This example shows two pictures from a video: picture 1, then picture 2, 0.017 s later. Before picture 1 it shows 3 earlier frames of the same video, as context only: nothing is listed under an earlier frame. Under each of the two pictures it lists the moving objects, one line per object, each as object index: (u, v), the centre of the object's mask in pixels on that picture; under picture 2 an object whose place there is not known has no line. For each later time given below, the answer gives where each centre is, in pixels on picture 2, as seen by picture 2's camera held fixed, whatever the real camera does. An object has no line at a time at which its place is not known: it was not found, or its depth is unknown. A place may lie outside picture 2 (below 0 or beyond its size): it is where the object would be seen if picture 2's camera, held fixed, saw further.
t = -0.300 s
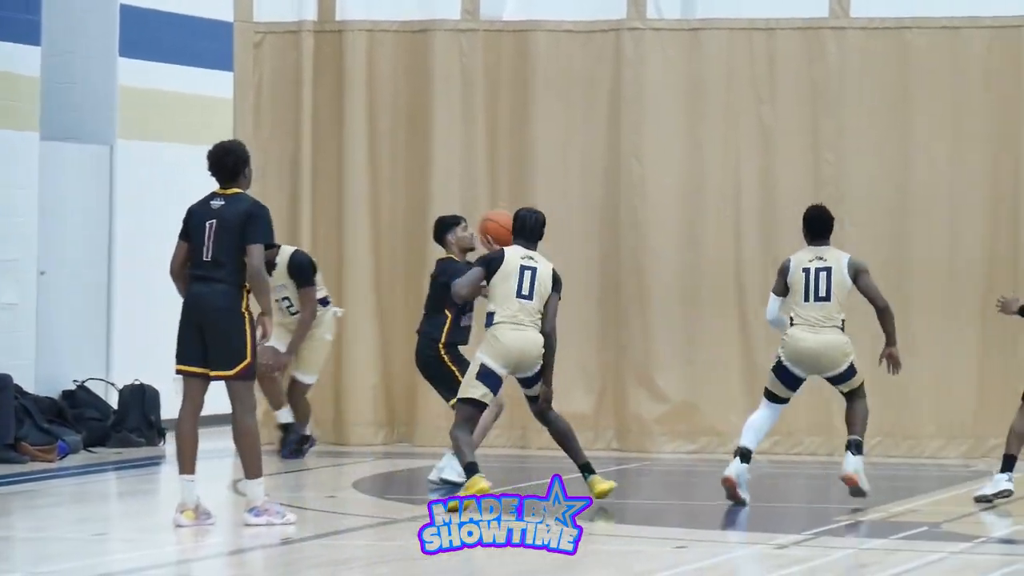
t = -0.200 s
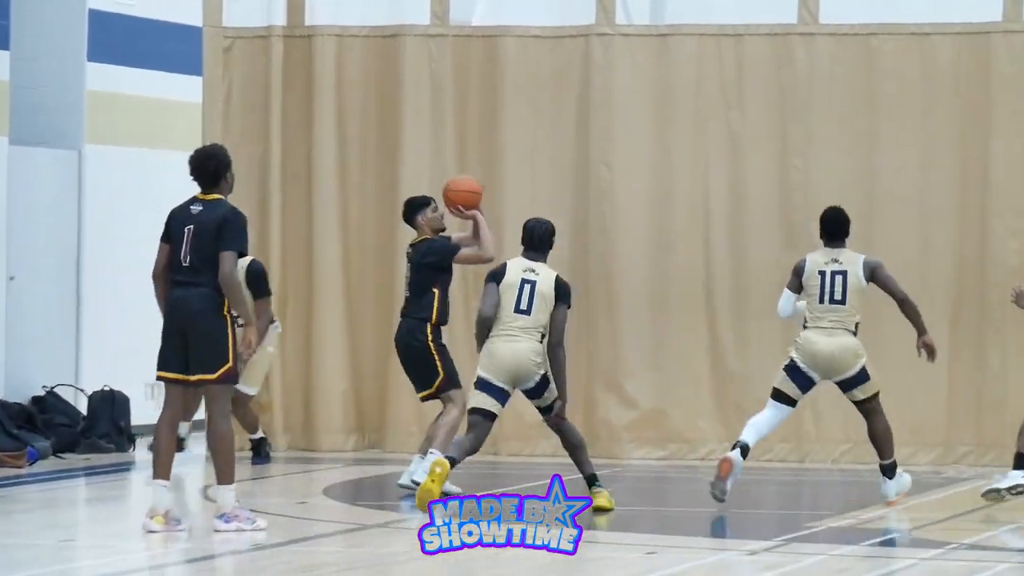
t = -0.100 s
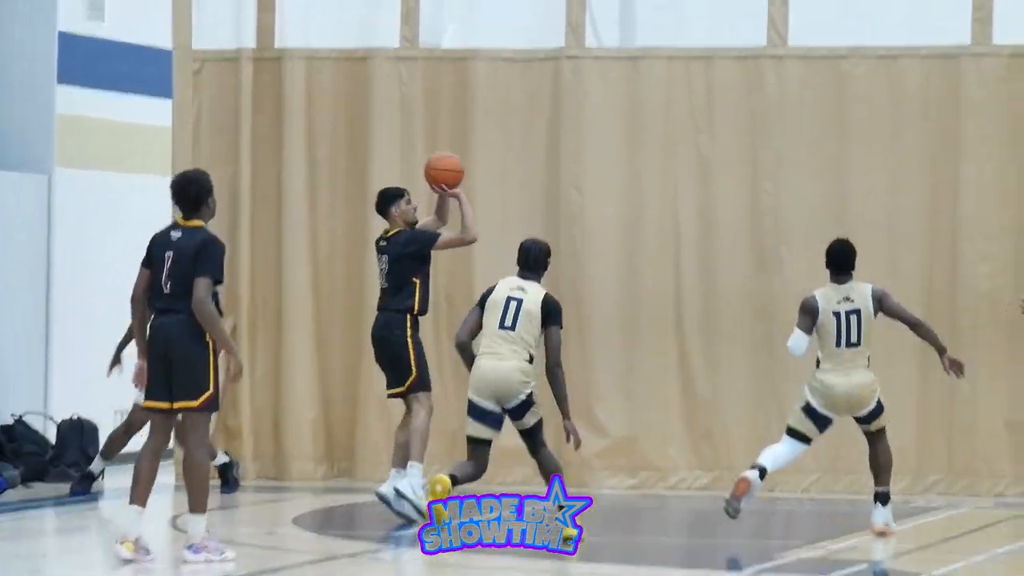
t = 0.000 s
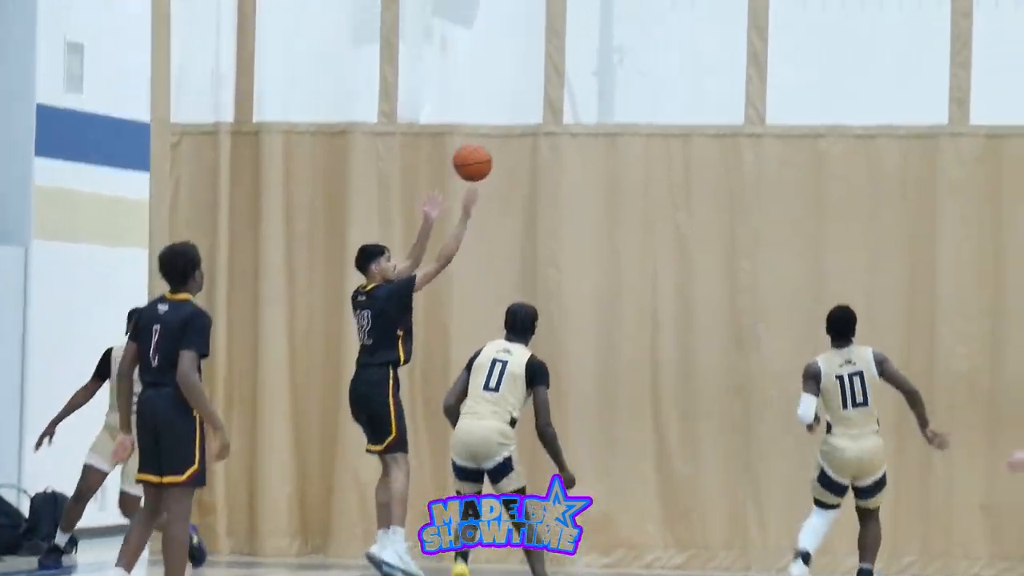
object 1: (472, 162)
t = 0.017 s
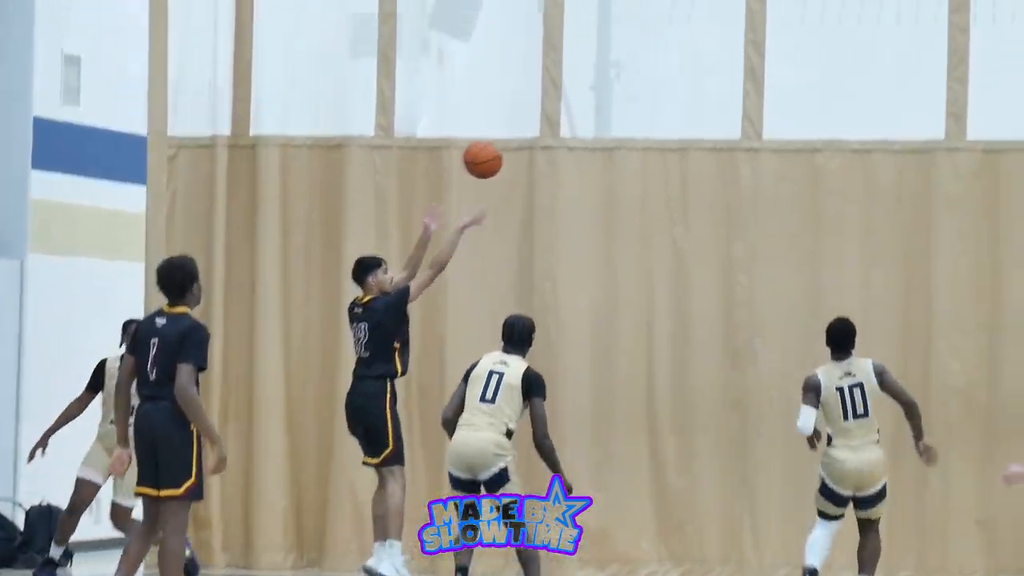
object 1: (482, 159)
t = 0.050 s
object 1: (511, 126)
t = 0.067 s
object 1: (523, 112)
